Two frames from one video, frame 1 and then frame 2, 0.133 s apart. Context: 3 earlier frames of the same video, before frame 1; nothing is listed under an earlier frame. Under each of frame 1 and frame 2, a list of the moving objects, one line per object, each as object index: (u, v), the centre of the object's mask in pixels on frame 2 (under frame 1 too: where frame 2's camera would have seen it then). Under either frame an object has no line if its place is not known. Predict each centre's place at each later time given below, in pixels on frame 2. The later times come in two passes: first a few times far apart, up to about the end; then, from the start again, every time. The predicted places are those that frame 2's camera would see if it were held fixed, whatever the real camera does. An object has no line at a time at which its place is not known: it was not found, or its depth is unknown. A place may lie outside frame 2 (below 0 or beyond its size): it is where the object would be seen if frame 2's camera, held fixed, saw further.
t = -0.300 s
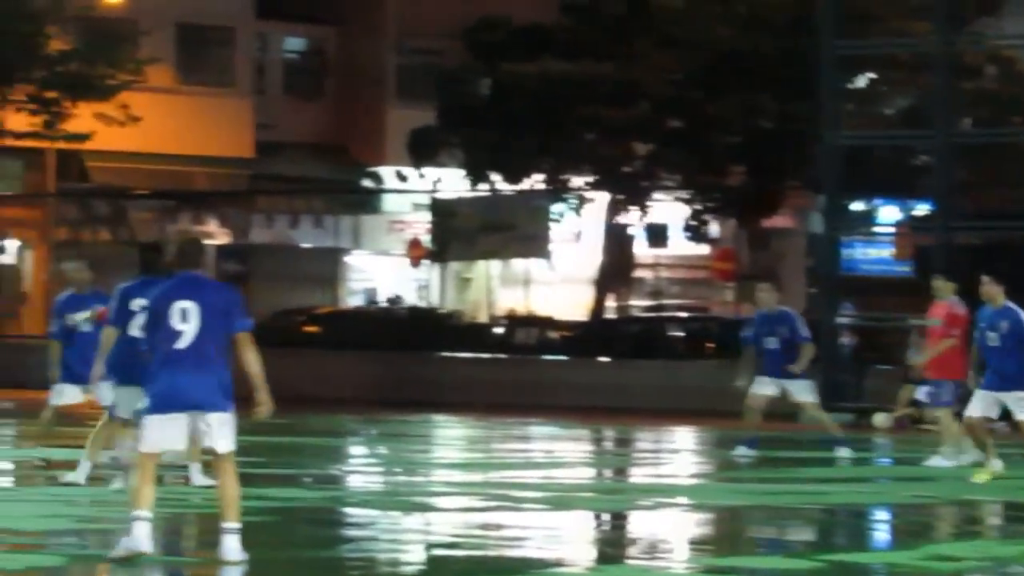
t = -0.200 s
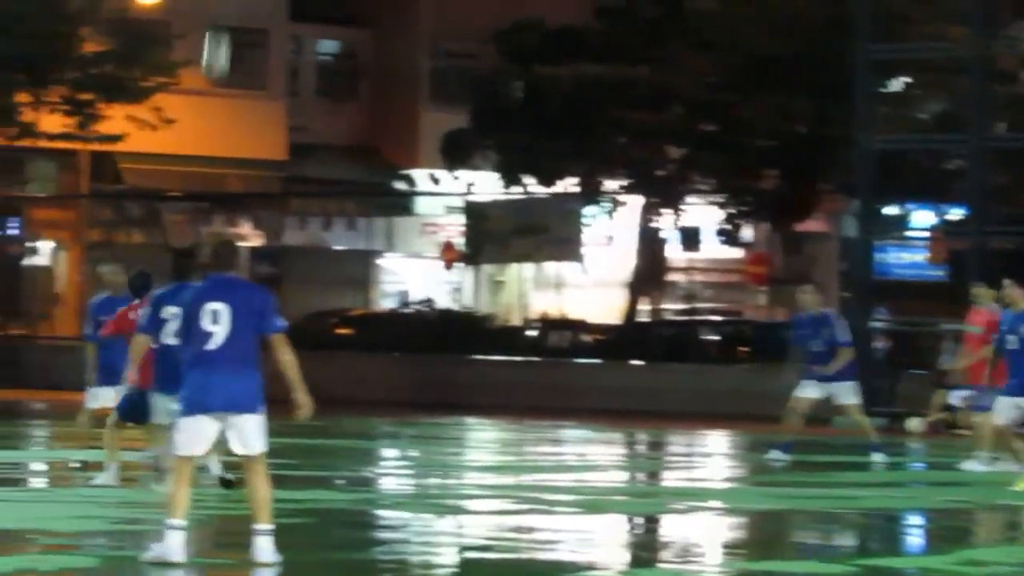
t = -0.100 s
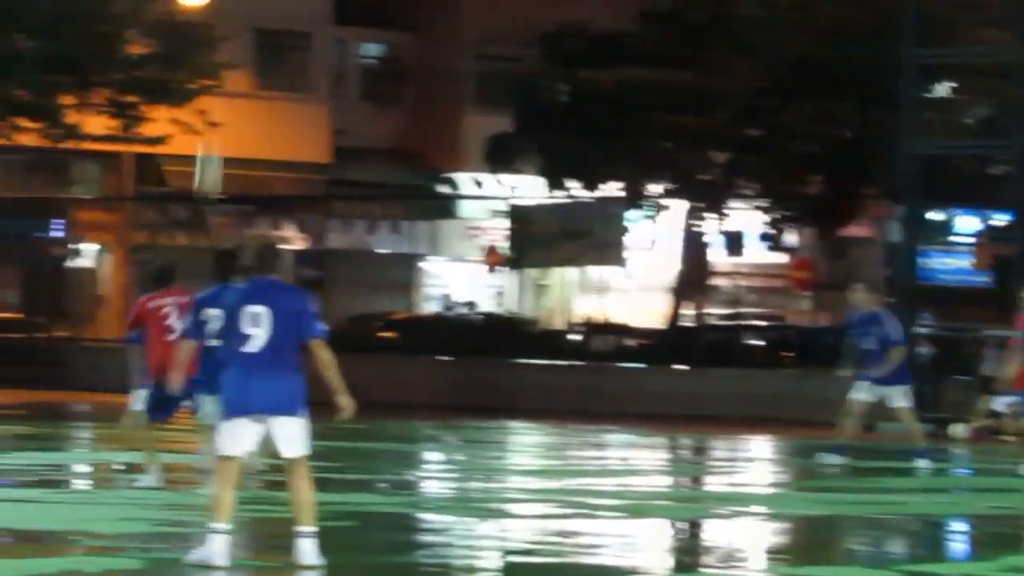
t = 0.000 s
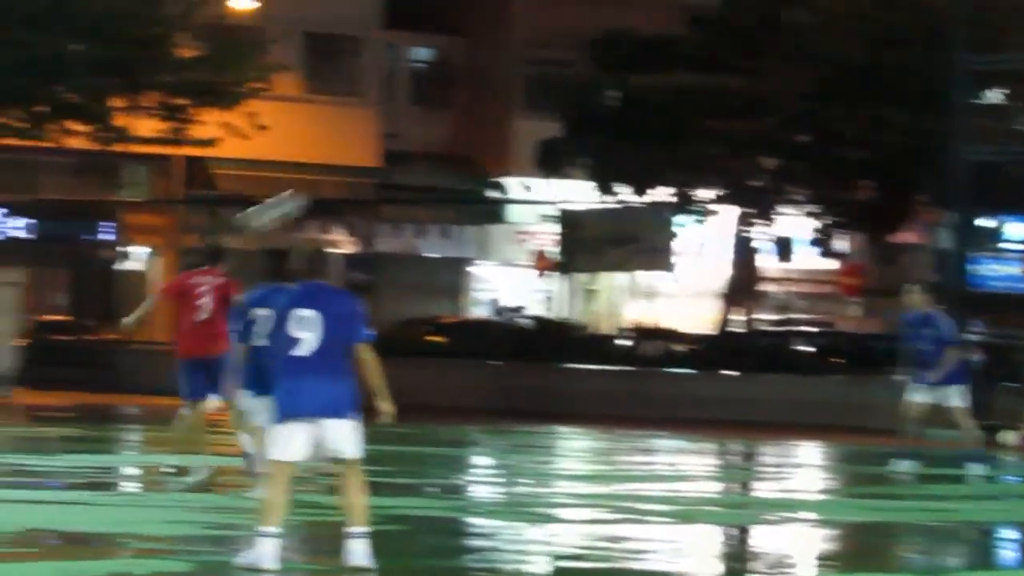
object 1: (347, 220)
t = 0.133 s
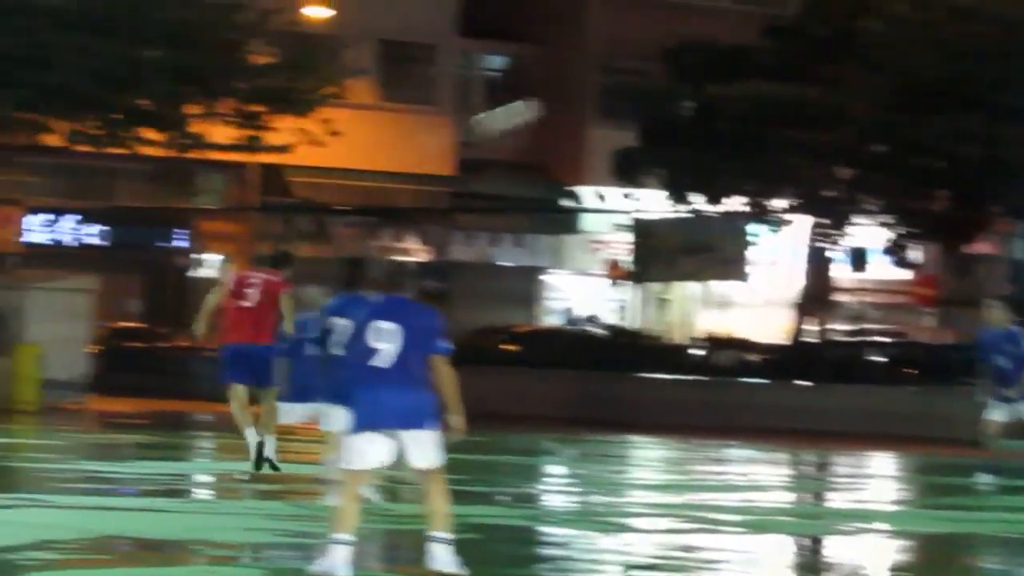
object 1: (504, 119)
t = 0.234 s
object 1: (623, 61)
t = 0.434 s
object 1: (839, -2)
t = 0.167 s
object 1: (546, 96)
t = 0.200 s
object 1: (583, 78)
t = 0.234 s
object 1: (623, 61)
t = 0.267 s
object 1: (661, 45)
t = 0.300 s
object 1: (697, 33)
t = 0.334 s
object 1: (735, 22)
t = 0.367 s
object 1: (771, 12)
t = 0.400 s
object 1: (804, 5)
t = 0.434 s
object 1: (839, -2)
